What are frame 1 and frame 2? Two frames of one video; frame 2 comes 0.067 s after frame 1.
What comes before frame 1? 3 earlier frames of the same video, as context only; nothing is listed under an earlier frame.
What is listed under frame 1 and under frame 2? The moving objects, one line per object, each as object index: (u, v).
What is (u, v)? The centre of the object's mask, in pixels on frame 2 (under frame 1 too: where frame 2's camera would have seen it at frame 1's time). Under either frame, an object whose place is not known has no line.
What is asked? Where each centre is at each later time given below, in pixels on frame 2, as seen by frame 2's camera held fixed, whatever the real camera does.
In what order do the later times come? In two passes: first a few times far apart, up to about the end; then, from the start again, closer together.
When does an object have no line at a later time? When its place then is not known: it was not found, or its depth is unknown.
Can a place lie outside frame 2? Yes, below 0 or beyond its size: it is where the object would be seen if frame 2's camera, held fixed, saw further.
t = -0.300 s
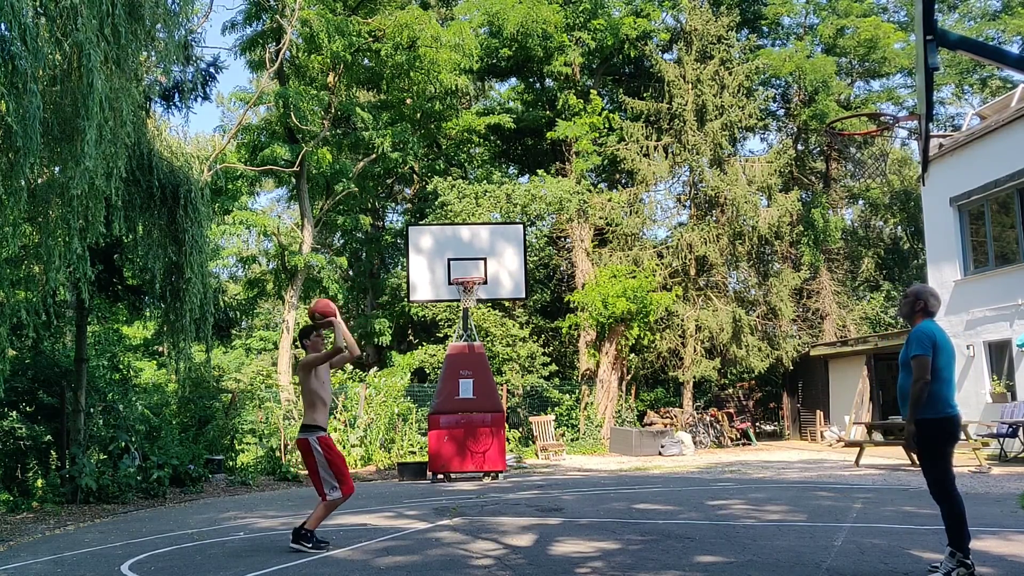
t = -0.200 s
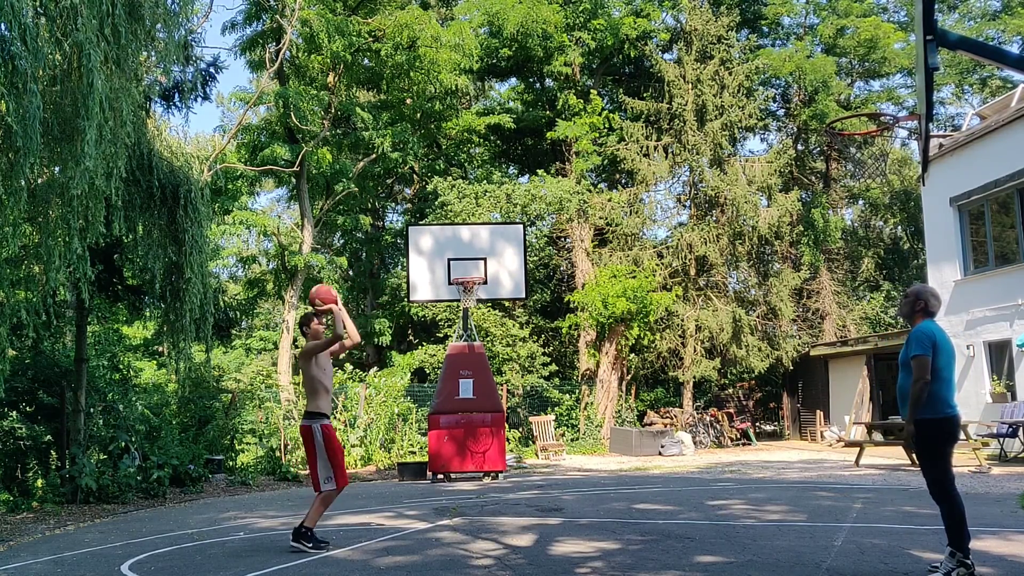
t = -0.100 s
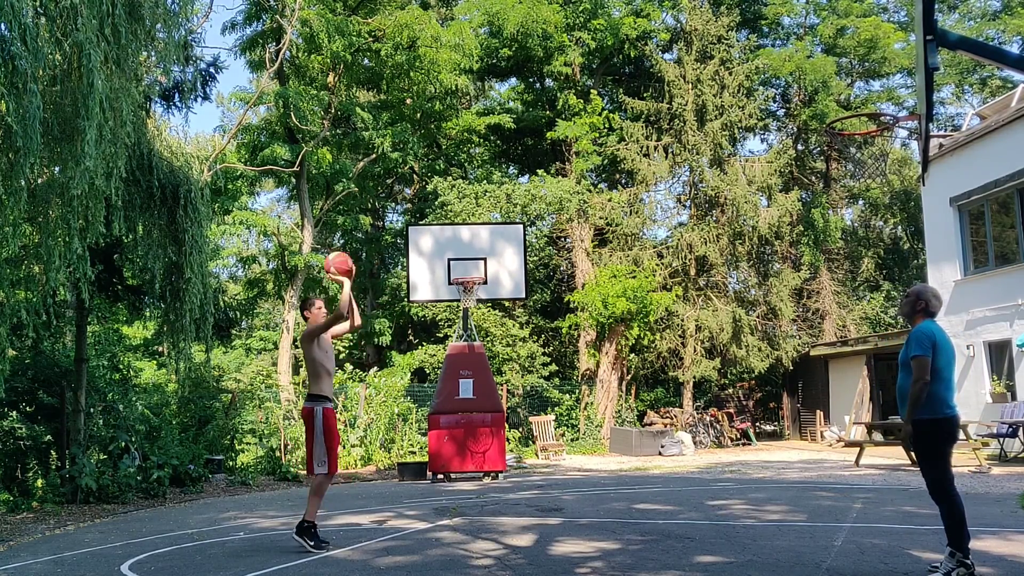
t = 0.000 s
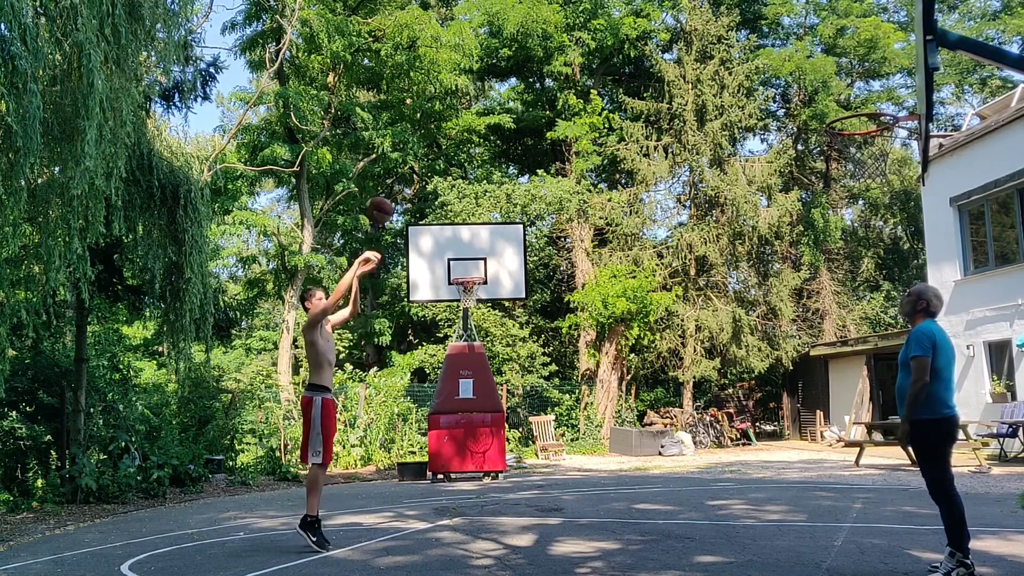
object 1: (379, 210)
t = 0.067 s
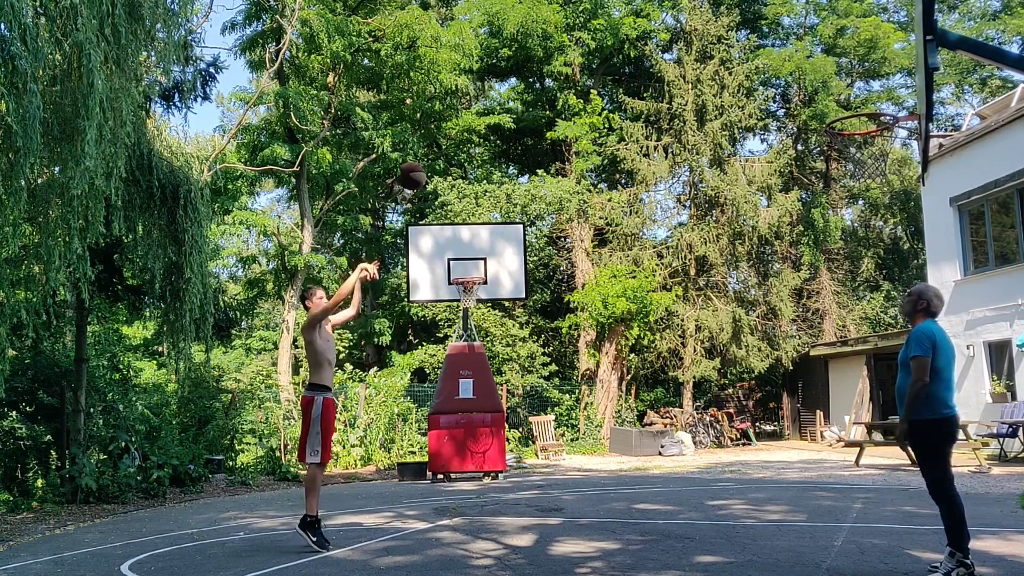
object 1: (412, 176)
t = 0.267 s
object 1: (511, 99)
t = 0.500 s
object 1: (644, 62)
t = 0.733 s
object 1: (789, 89)
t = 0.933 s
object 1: (886, 137)
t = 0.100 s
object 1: (428, 160)
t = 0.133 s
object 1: (445, 146)
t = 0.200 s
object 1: (479, 120)
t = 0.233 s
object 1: (496, 109)
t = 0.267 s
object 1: (511, 99)
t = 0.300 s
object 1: (531, 89)
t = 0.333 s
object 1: (549, 81)
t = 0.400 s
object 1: (586, 70)
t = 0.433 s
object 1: (604, 65)
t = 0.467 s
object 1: (623, 63)
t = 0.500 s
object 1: (644, 62)
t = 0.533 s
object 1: (663, 61)
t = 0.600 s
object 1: (704, 64)
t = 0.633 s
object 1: (724, 68)
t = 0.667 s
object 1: (746, 74)
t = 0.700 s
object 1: (767, 80)
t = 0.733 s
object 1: (789, 89)
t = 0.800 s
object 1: (835, 107)
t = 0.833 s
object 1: (857, 122)
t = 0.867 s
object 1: (873, 128)
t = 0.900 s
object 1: (882, 131)
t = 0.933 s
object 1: (886, 137)
